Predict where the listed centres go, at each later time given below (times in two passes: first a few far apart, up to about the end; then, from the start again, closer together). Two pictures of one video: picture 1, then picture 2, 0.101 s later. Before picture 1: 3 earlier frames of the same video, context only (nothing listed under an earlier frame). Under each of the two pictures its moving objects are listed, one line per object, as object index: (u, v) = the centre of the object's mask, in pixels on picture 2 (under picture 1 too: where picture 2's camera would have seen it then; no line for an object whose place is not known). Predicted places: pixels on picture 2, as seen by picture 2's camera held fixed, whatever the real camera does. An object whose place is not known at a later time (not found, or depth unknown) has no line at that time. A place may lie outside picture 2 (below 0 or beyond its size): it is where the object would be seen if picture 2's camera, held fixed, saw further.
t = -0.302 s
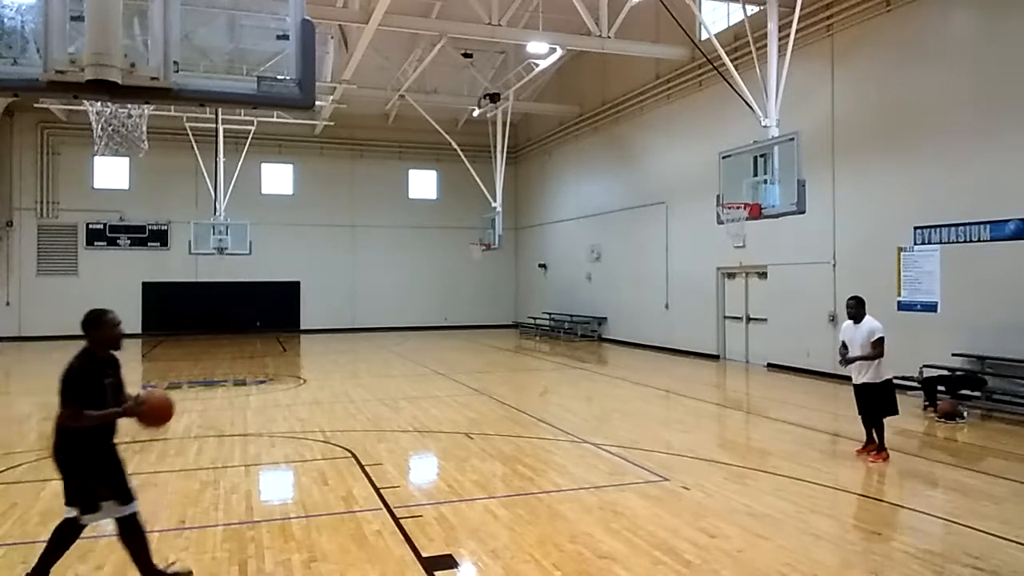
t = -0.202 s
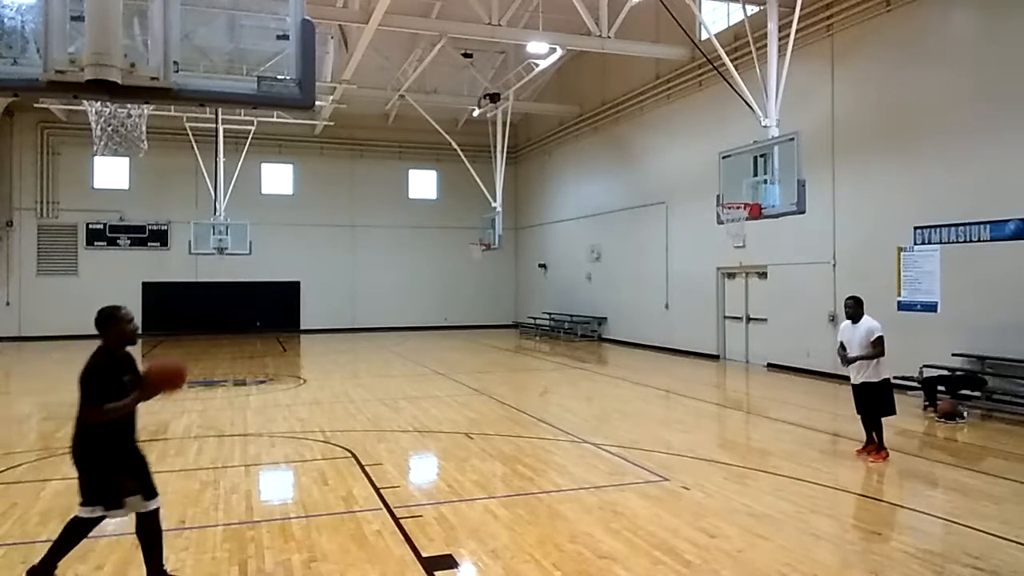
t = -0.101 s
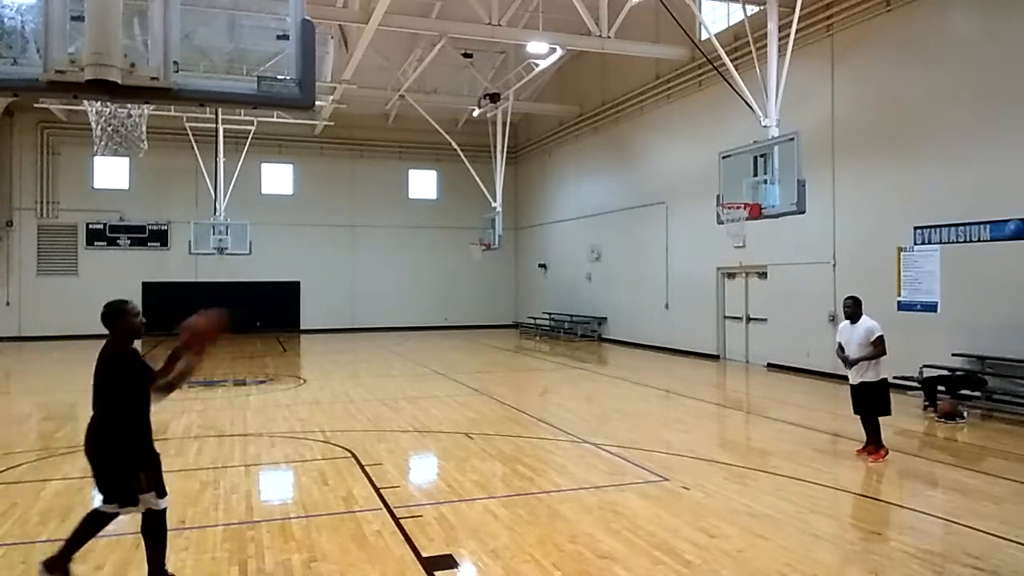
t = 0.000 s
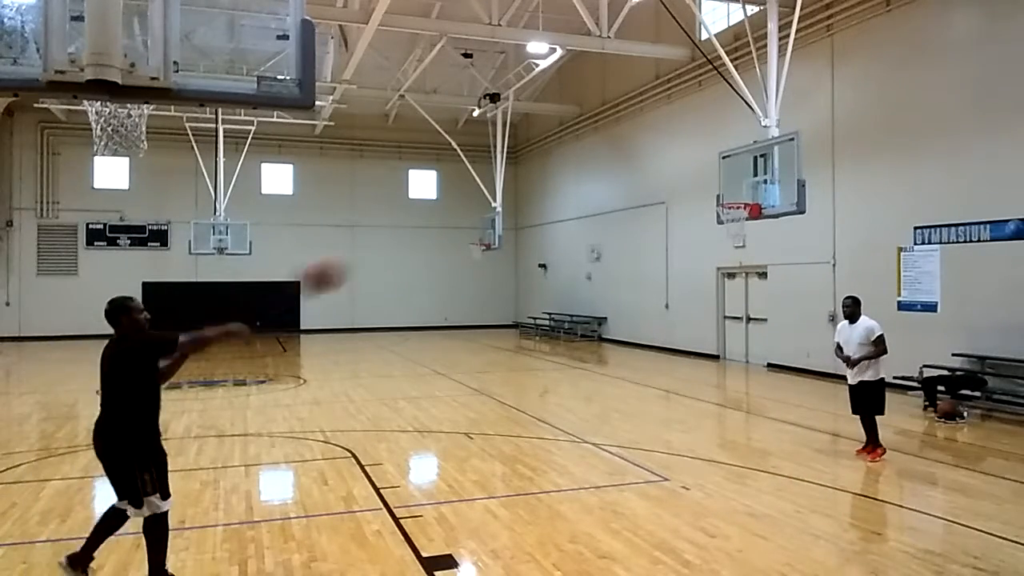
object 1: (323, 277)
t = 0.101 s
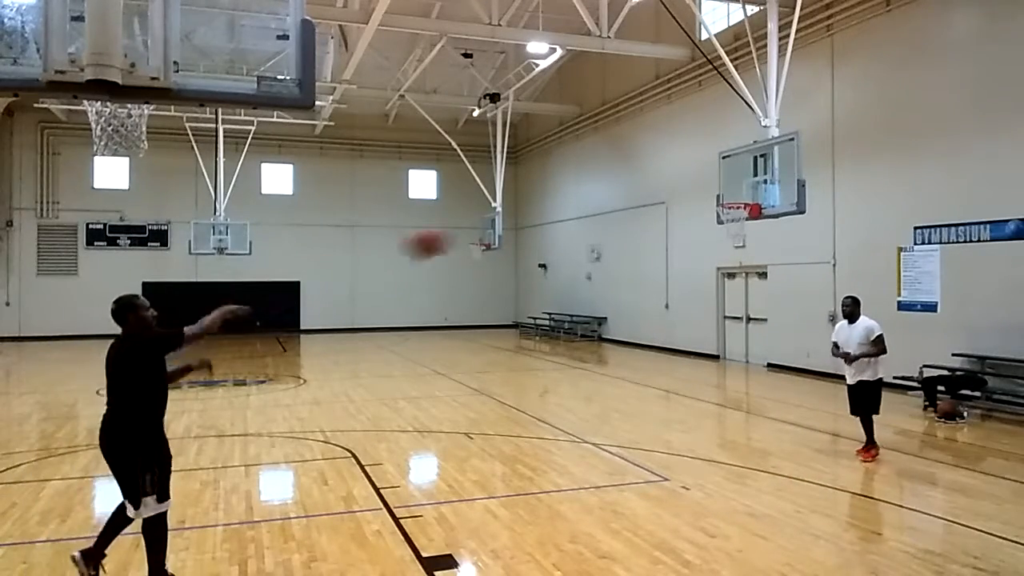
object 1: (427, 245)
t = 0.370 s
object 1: (645, 228)
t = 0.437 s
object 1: (689, 236)
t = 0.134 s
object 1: (458, 239)
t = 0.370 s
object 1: (645, 228)
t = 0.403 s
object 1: (668, 231)
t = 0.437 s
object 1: (689, 236)
